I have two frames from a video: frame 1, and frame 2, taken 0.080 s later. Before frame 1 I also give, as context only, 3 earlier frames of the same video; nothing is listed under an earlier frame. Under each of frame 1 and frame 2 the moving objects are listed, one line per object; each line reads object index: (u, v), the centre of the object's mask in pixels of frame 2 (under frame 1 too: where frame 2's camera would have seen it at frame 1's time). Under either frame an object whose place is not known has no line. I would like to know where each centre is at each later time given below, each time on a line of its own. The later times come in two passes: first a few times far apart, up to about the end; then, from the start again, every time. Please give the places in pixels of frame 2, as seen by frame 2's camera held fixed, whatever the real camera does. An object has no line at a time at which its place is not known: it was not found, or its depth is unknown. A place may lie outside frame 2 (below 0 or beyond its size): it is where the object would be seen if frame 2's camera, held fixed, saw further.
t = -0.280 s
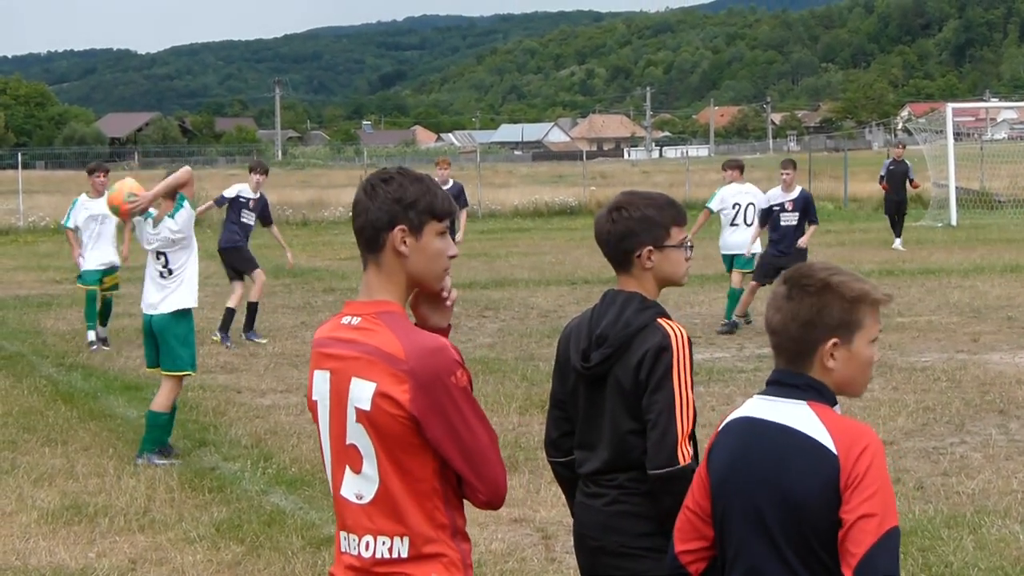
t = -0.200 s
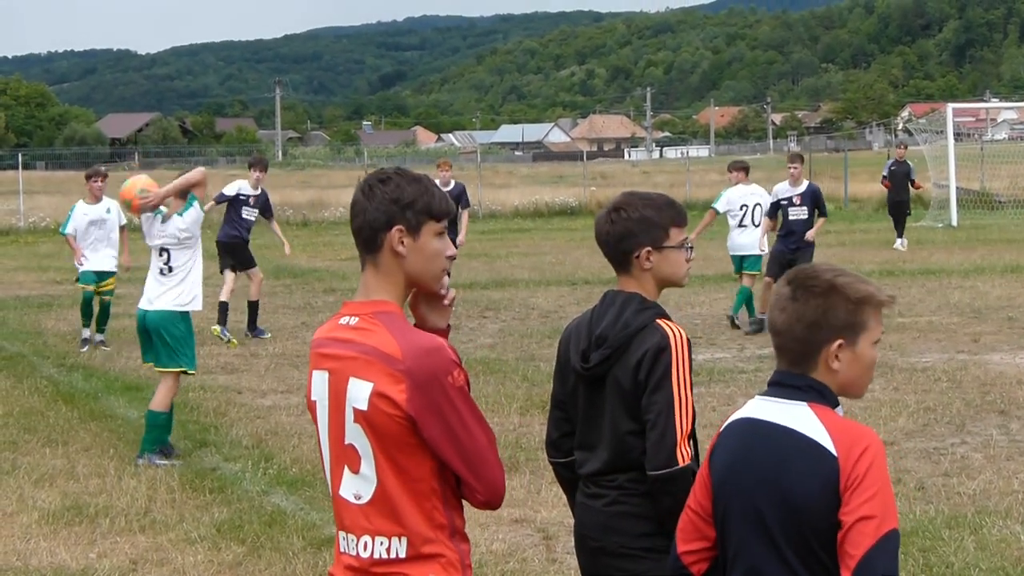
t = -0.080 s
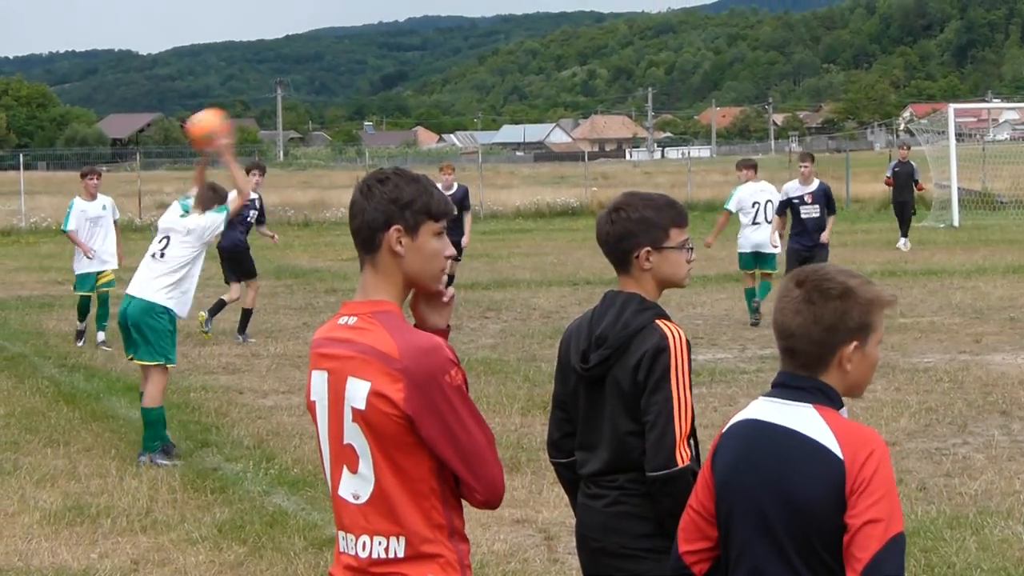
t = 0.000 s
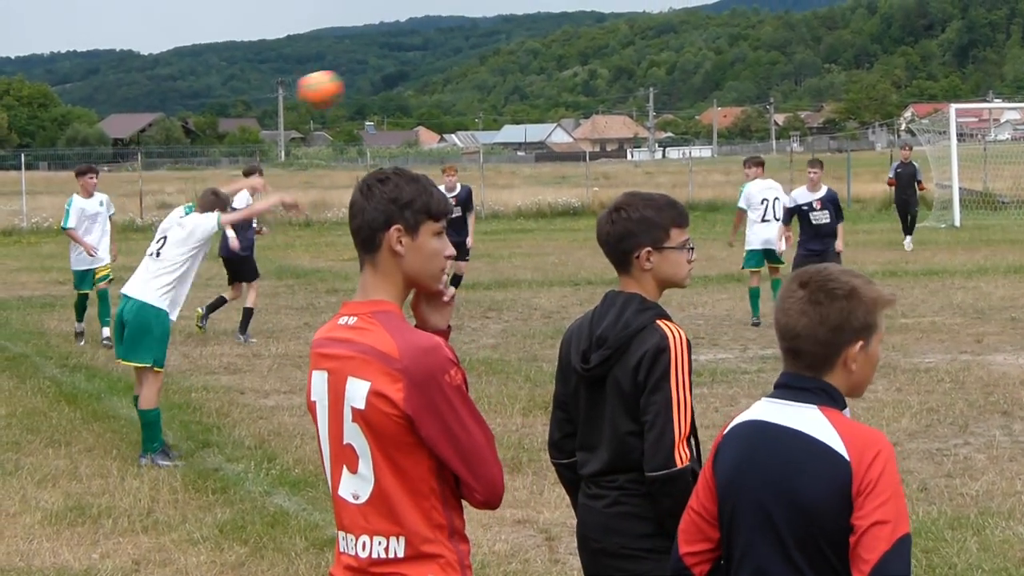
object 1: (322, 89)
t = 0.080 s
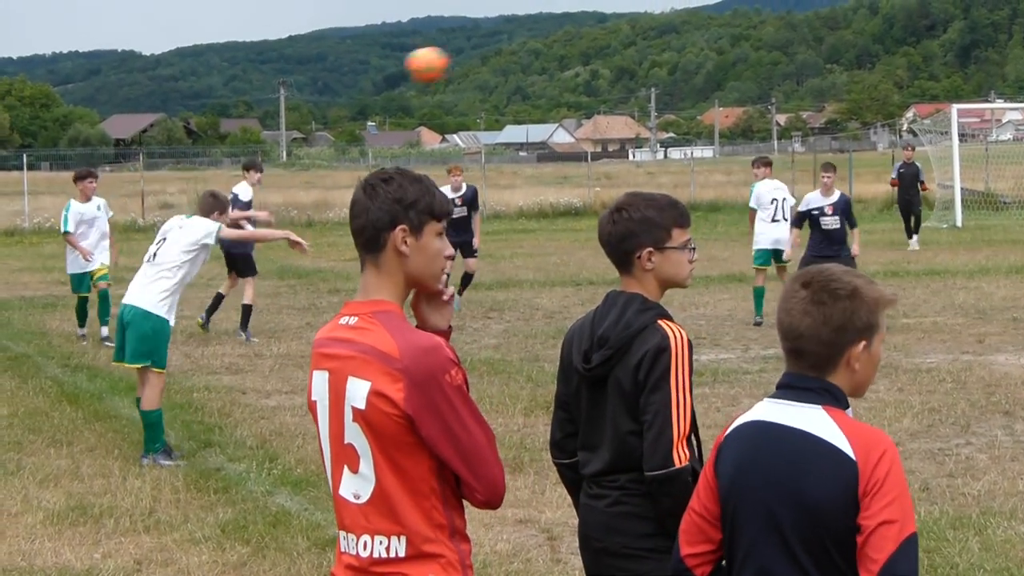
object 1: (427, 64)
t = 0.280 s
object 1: (666, 54)
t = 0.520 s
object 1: (916, 117)
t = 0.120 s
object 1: (478, 56)
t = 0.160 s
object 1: (527, 52)
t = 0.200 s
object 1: (575, 50)
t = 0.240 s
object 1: (621, 51)
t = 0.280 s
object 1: (666, 54)
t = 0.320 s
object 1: (711, 60)
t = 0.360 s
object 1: (754, 67)
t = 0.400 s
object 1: (796, 78)
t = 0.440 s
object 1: (837, 88)
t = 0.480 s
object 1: (877, 102)
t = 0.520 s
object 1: (916, 117)
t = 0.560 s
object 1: (954, 134)
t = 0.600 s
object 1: (991, 153)
